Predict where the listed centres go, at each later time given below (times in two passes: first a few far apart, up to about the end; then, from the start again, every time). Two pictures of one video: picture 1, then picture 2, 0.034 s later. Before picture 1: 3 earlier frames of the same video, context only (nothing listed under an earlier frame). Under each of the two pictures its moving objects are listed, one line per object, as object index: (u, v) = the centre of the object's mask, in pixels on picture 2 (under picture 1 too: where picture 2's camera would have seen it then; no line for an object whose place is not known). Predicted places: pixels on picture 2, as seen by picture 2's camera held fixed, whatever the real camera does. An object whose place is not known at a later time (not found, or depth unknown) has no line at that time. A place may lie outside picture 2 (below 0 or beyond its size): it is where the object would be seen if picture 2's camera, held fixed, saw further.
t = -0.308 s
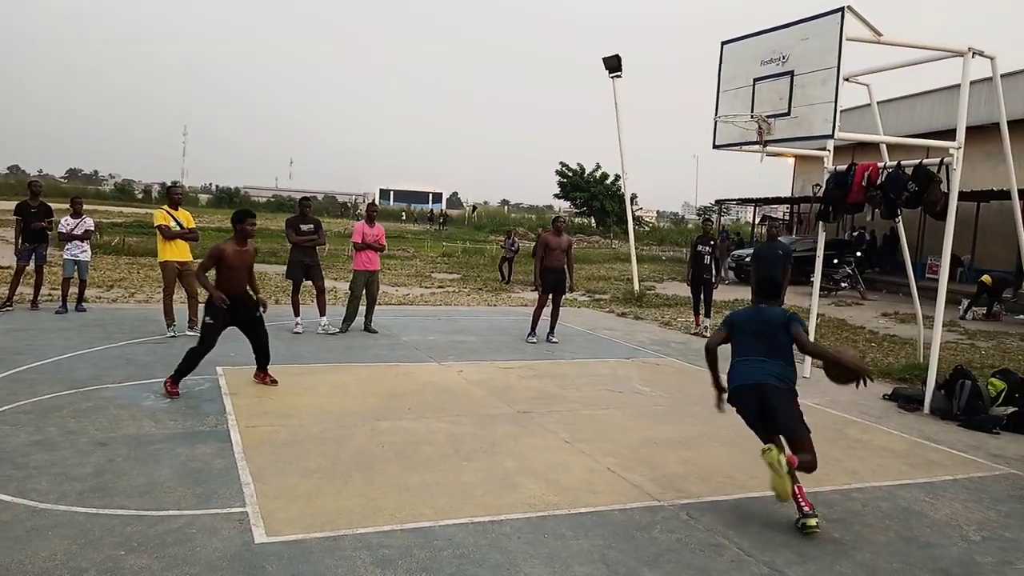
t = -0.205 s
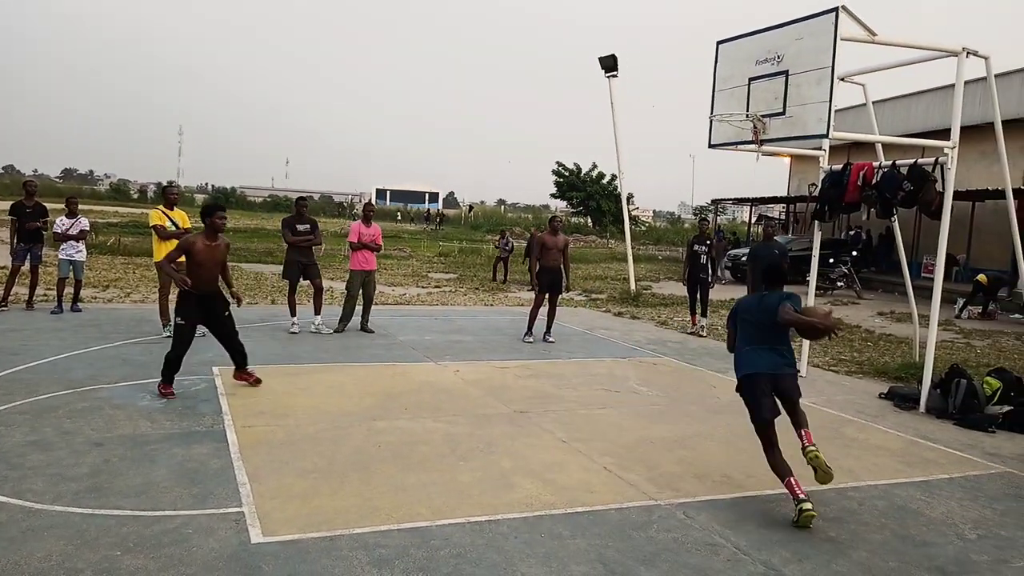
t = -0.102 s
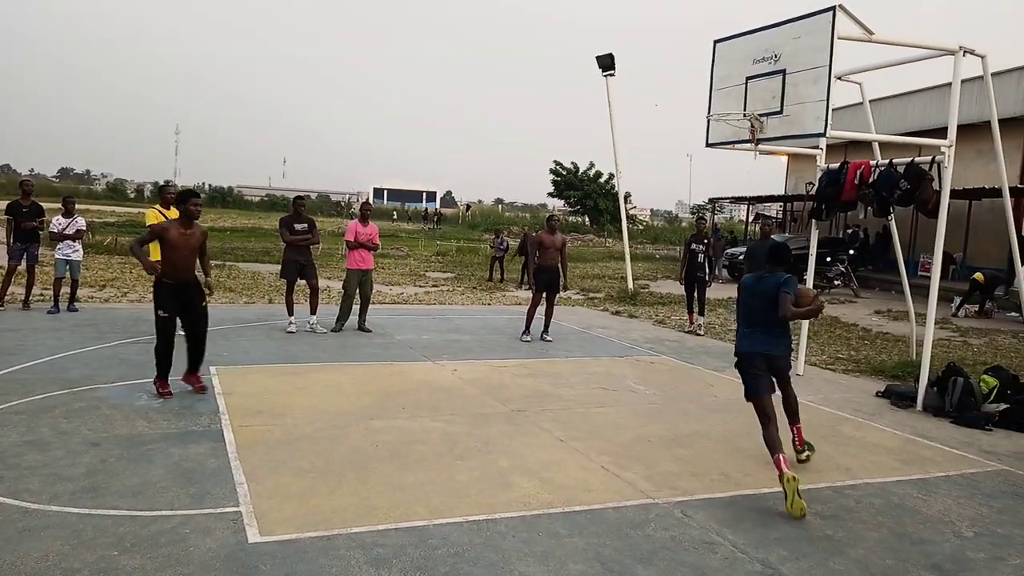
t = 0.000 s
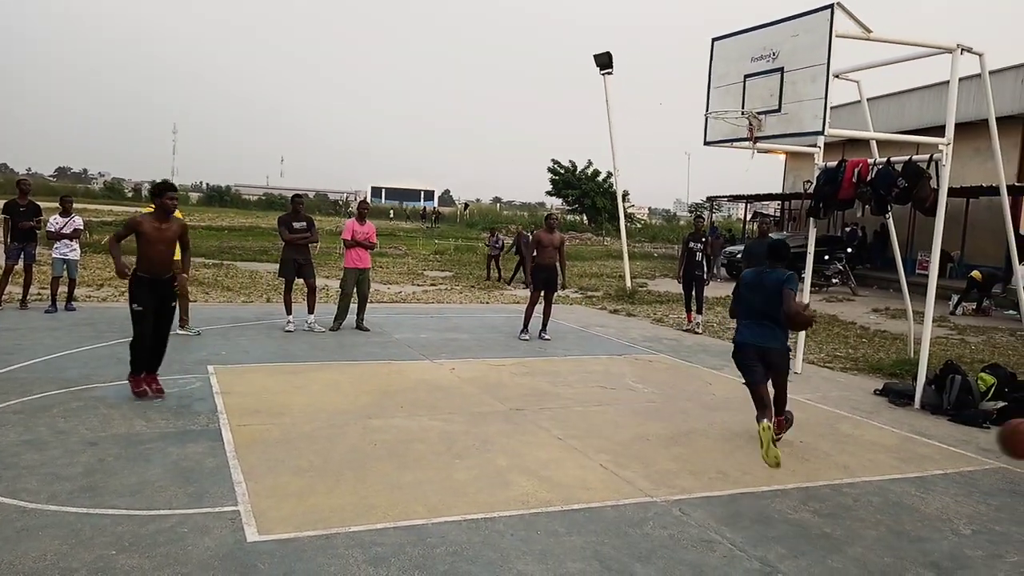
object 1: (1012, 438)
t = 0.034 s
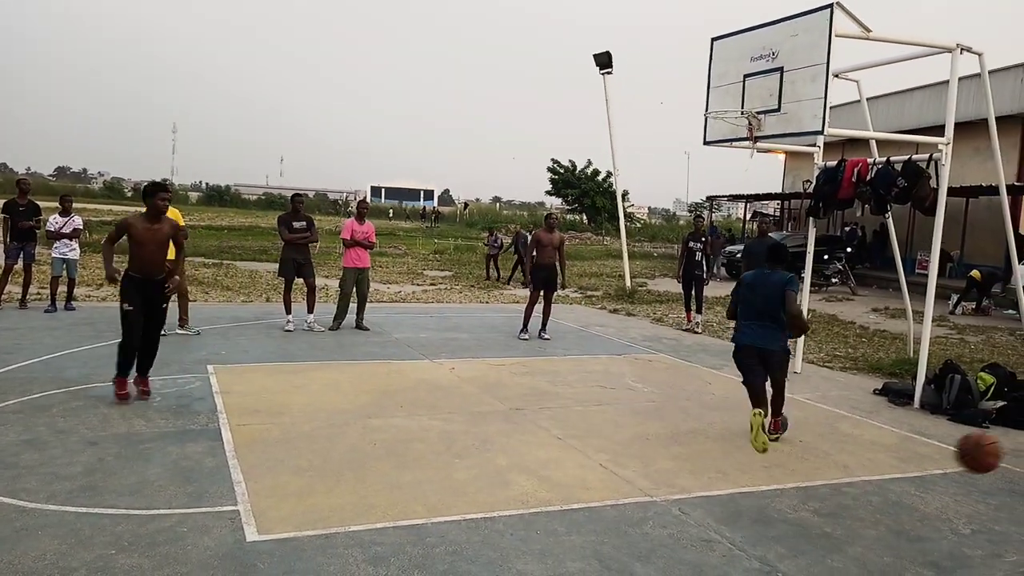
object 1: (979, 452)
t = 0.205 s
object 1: (774, 519)
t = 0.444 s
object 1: (578, 449)
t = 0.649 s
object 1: (387, 471)
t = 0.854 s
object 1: (175, 534)
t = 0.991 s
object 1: (30, 494)
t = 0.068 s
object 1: (936, 468)
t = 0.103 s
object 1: (892, 487)
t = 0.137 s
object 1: (848, 509)
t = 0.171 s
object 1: (801, 534)
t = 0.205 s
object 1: (774, 519)
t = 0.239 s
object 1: (748, 503)
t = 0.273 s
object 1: (721, 490)
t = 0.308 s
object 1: (693, 478)
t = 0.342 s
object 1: (665, 468)
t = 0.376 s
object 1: (637, 459)
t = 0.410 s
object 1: (607, 453)
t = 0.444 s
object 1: (578, 449)
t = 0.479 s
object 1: (547, 447)
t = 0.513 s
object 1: (516, 447)
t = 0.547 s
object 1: (485, 449)
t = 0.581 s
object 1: (453, 454)
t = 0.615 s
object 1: (420, 461)
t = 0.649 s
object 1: (387, 471)
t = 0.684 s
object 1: (352, 482)
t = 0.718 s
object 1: (318, 497)
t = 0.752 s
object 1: (282, 514)
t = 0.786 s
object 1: (246, 535)
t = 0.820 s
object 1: (210, 549)
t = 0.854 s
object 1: (175, 534)
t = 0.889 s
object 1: (138, 522)
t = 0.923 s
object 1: (102, 510)
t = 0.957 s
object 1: (64, 502)
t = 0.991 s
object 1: (30, 494)
